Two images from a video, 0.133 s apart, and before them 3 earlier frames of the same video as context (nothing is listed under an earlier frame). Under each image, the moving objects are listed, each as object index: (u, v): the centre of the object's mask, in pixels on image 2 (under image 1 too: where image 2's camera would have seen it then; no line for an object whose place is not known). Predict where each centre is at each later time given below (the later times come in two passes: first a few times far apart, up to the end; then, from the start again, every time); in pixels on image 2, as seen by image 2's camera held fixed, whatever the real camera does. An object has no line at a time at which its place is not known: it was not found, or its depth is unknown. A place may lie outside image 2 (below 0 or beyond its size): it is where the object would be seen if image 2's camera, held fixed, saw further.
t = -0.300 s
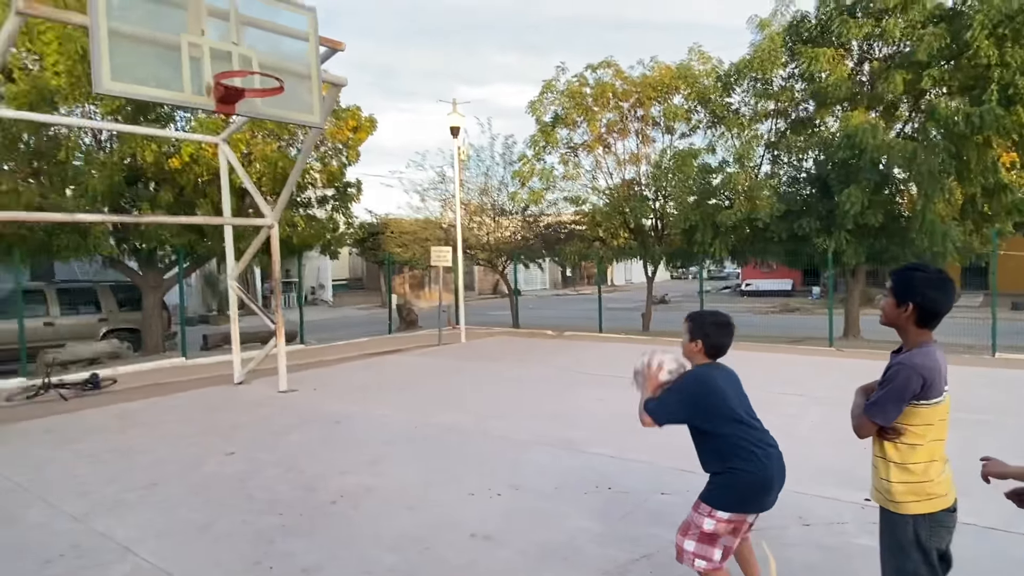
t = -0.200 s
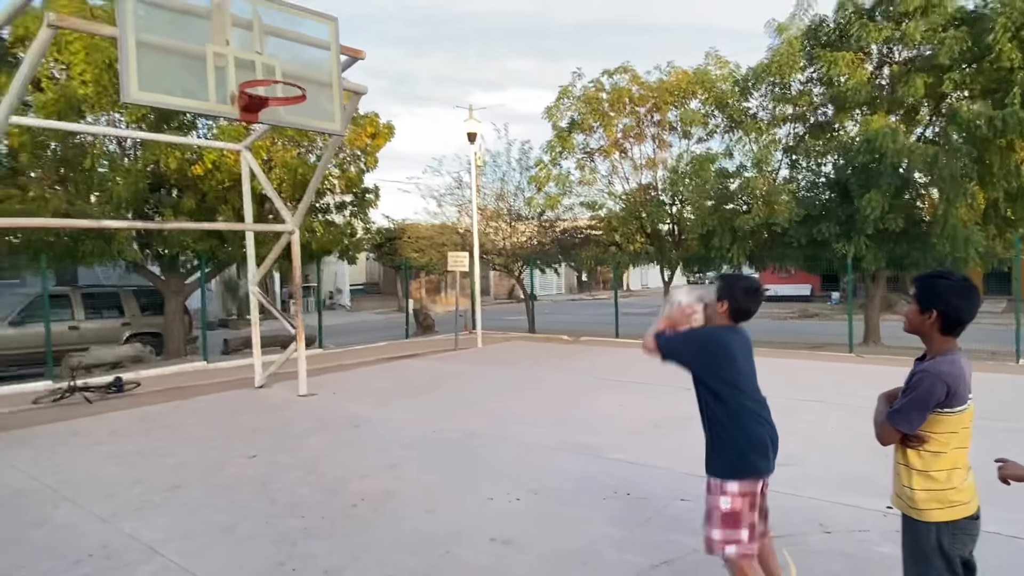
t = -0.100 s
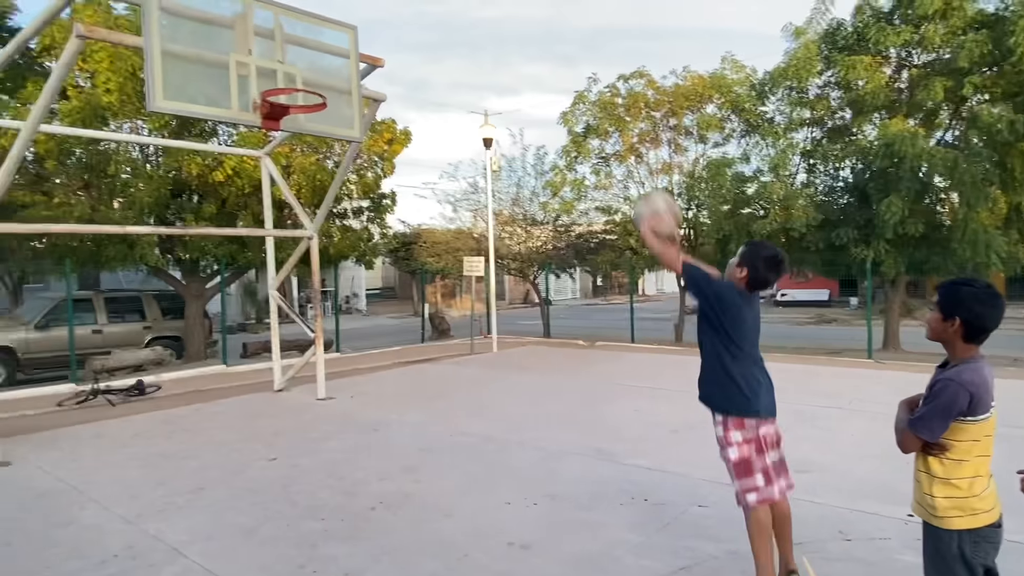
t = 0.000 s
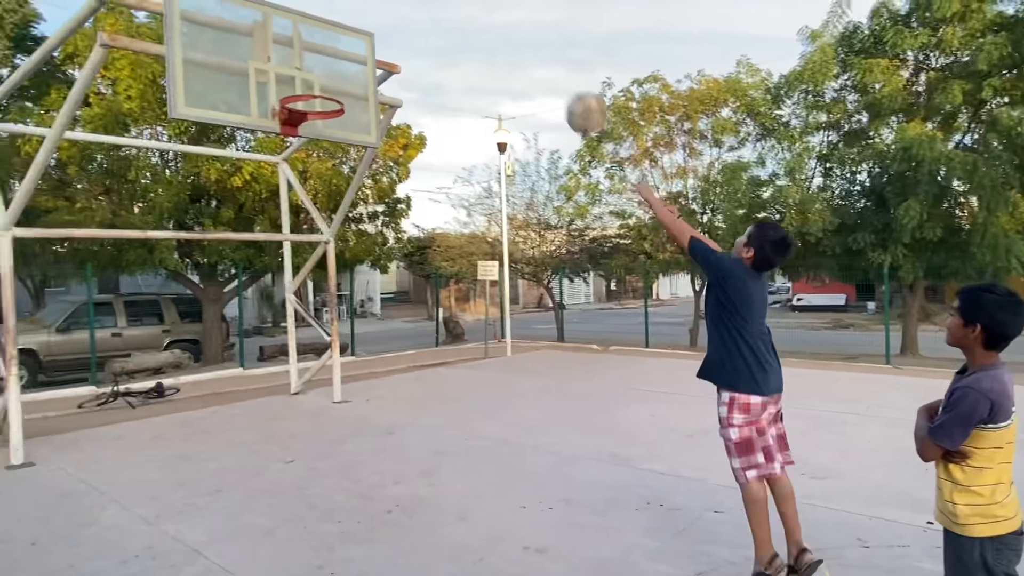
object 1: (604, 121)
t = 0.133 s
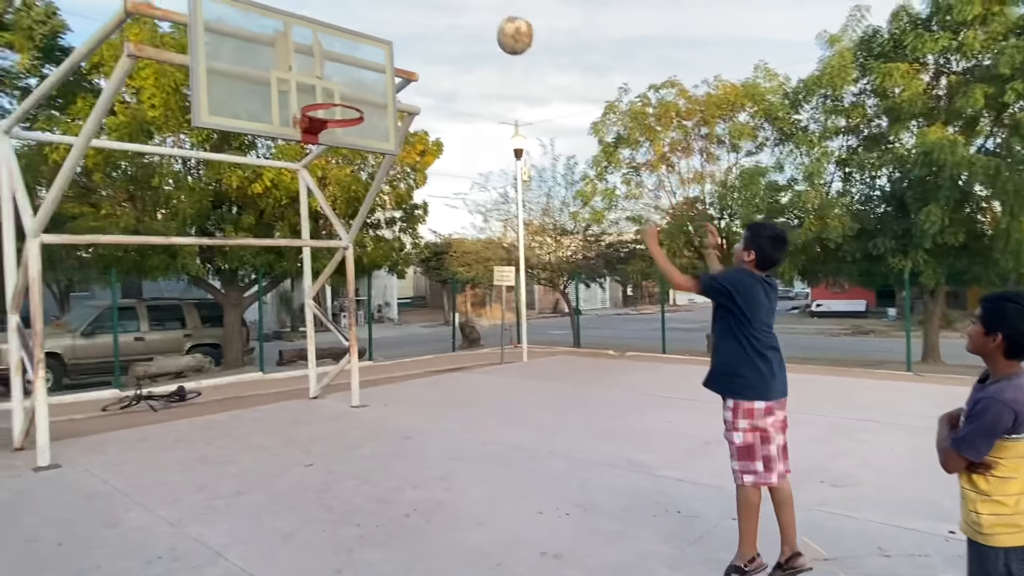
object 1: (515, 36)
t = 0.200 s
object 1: (478, 12)
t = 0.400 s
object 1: (392, -8)
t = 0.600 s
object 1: (330, 17)
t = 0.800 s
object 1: (366, 36)
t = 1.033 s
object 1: (440, 118)
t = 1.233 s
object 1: (512, 259)
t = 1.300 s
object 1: (540, 325)
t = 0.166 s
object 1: (496, 22)
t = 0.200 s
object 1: (478, 12)
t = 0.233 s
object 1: (462, 6)
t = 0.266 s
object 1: (446, 1)
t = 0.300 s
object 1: (432, -2)
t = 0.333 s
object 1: (418, -5)
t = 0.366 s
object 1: (404, -7)
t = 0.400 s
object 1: (392, -8)
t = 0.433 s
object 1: (380, -9)
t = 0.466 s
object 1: (369, -7)
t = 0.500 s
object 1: (358, -5)
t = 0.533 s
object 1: (348, 2)
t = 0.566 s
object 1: (339, 9)
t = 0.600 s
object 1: (330, 17)
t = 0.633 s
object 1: (322, 25)
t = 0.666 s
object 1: (330, 25)
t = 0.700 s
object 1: (339, 25)
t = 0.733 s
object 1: (347, 28)
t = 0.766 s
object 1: (357, 31)
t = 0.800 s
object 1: (366, 36)
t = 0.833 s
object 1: (376, 43)
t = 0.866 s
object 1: (386, 51)
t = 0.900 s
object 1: (396, 61)
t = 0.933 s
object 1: (407, 73)
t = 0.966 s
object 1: (417, 86)
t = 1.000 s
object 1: (428, 100)
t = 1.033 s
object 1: (440, 118)
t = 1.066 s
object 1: (450, 136)
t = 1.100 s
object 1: (463, 157)
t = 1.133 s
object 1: (474, 179)
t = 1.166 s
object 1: (487, 204)
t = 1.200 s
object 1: (500, 231)
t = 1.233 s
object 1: (512, 259)
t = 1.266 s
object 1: (527, 291)
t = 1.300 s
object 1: (540, 325)
